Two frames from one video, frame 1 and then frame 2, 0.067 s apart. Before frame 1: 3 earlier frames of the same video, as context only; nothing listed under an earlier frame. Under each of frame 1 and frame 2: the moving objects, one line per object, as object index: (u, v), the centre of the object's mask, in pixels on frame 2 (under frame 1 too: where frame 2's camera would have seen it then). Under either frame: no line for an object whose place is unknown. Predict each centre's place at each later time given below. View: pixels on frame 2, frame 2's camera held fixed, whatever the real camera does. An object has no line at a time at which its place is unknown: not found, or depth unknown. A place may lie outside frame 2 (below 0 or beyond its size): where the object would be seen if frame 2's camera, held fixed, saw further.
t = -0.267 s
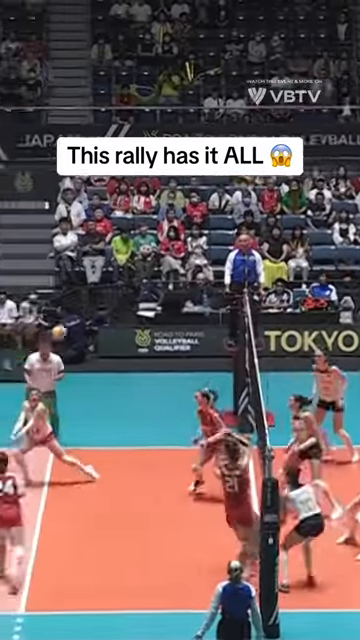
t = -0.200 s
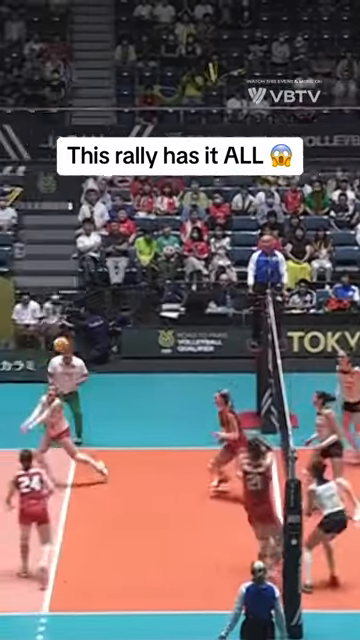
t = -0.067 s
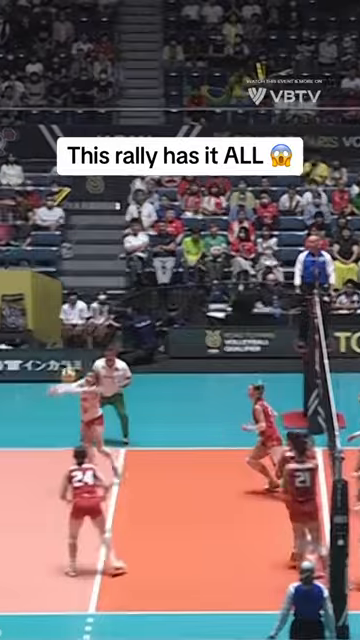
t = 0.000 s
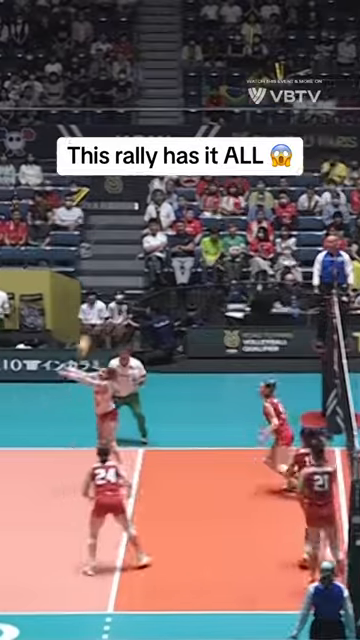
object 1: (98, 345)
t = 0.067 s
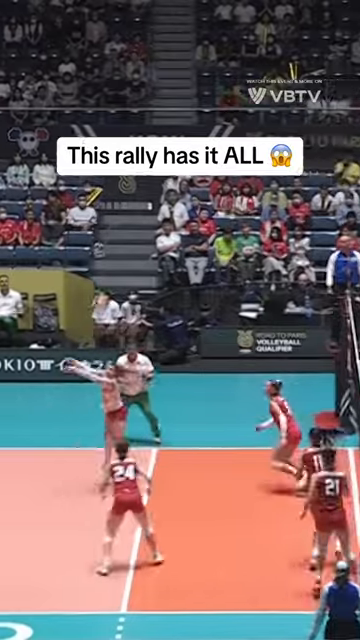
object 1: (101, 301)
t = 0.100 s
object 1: (101, 281)
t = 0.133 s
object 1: (103, 262)
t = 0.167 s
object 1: (103, 243)
